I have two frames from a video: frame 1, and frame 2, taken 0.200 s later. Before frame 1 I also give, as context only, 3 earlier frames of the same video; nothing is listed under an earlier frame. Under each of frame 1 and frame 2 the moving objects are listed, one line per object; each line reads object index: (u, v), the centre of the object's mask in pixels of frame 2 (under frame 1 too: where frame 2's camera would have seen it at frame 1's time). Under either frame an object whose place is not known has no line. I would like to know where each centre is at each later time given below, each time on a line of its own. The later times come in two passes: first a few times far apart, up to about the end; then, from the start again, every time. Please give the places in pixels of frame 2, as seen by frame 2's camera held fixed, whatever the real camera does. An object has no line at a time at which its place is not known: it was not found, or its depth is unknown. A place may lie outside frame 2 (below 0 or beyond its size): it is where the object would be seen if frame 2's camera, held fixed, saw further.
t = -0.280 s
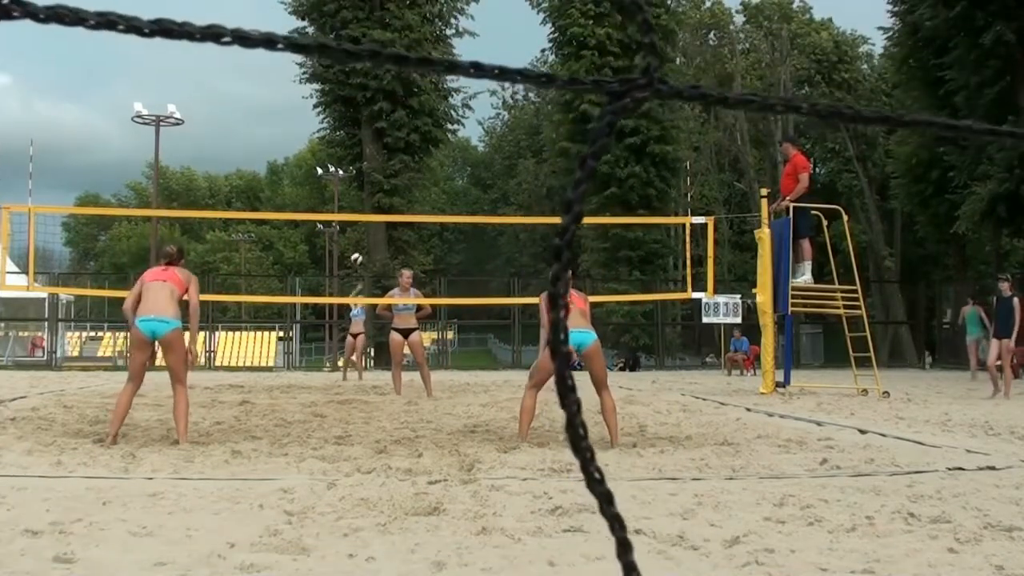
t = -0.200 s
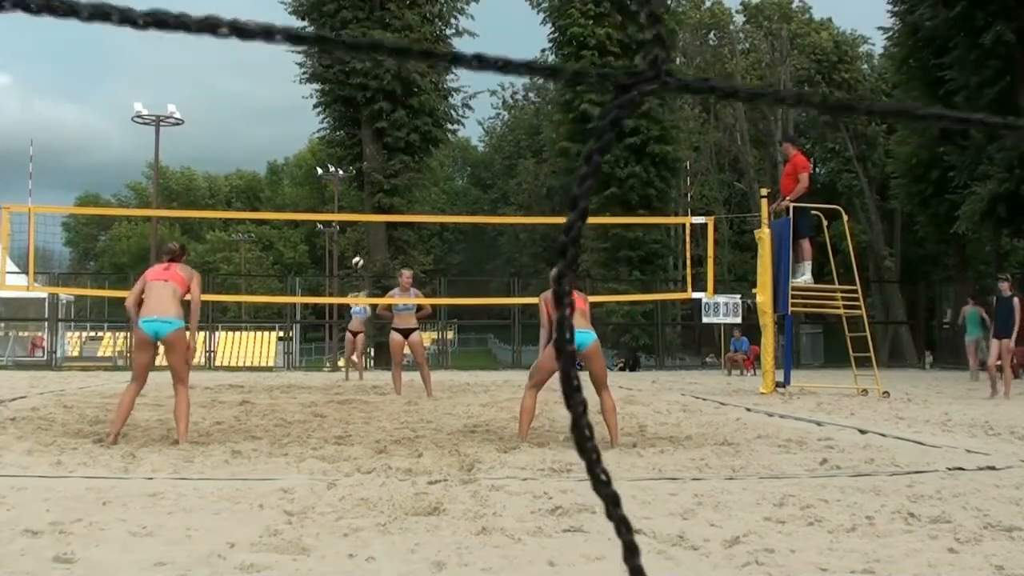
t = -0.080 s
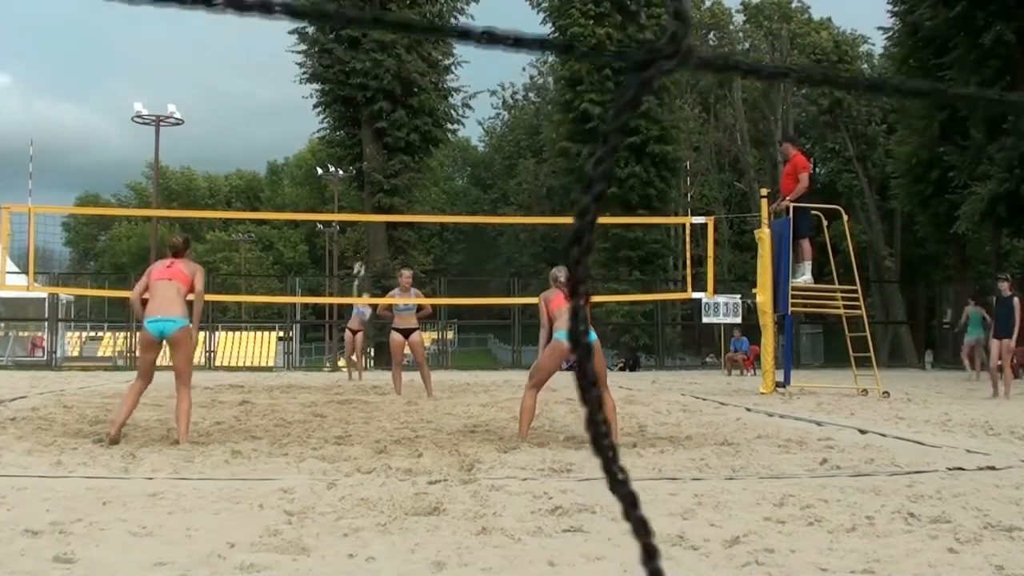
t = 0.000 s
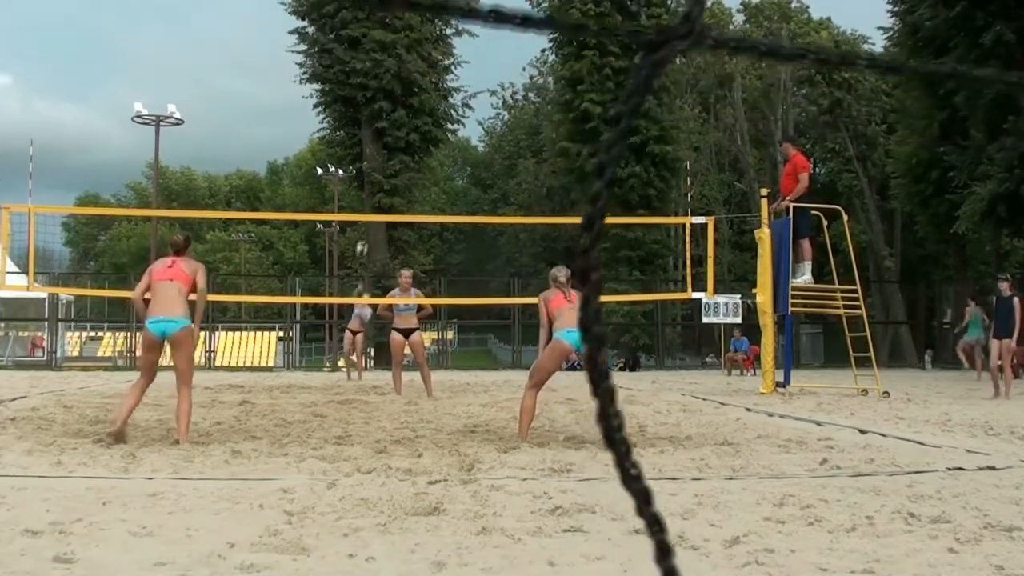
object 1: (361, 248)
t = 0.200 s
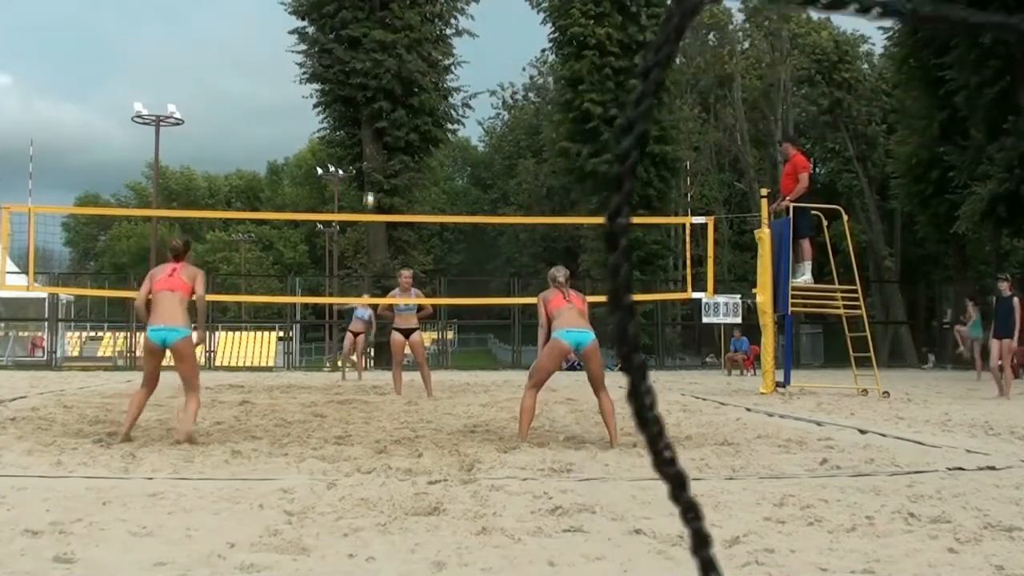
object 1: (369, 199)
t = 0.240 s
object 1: (370, 192)
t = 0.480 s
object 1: (382, 155)
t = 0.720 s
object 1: (401, 153)
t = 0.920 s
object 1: (424, 185)
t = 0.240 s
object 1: (370, 192)
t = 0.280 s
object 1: (372, 184)
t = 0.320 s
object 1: (373, 177)
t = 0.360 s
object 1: (375, 171)
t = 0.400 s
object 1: (378, 164)
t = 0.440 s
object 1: (380, 160)
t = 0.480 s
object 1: (382, 155)
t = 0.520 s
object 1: (385, 152)
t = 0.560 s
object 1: (387, 150)
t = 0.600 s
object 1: (390, 150)
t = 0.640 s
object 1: (393, 150)
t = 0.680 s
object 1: (397, 151)
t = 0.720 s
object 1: (401, 153)
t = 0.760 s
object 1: (405, 156)
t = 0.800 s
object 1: (410, 160)
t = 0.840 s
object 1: (414, 167)
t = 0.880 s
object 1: (419, 174)
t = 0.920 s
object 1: (424, 185)
